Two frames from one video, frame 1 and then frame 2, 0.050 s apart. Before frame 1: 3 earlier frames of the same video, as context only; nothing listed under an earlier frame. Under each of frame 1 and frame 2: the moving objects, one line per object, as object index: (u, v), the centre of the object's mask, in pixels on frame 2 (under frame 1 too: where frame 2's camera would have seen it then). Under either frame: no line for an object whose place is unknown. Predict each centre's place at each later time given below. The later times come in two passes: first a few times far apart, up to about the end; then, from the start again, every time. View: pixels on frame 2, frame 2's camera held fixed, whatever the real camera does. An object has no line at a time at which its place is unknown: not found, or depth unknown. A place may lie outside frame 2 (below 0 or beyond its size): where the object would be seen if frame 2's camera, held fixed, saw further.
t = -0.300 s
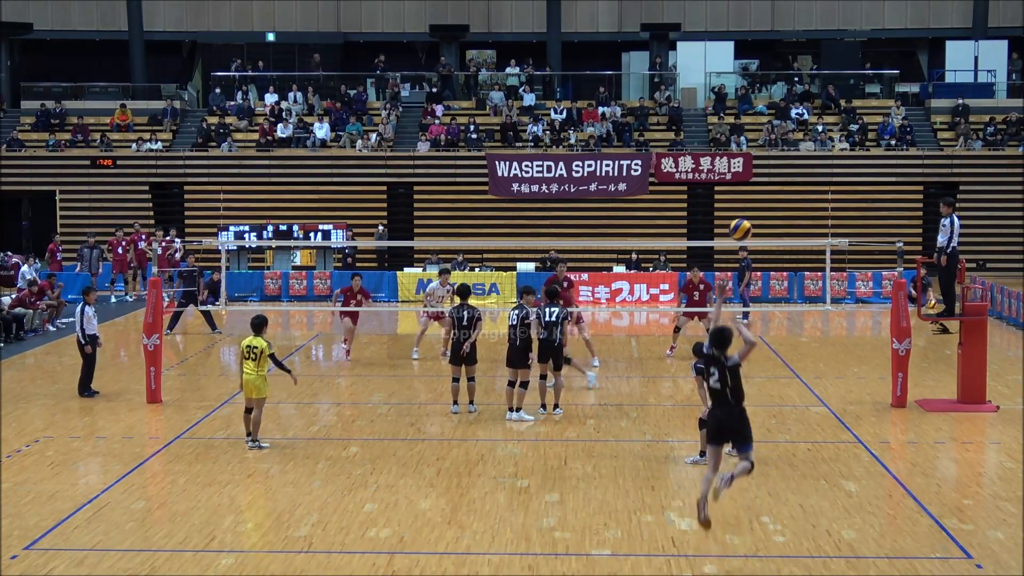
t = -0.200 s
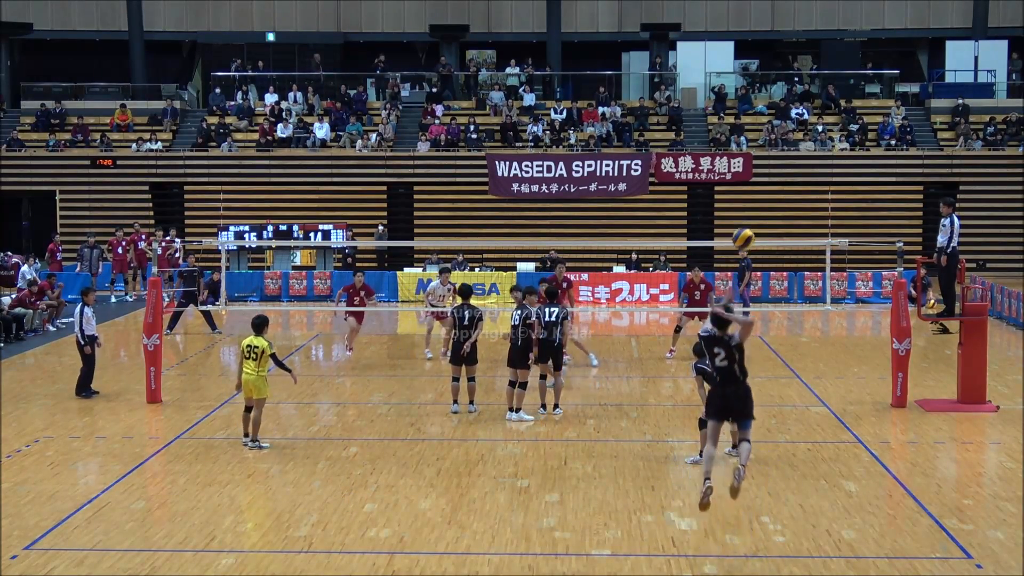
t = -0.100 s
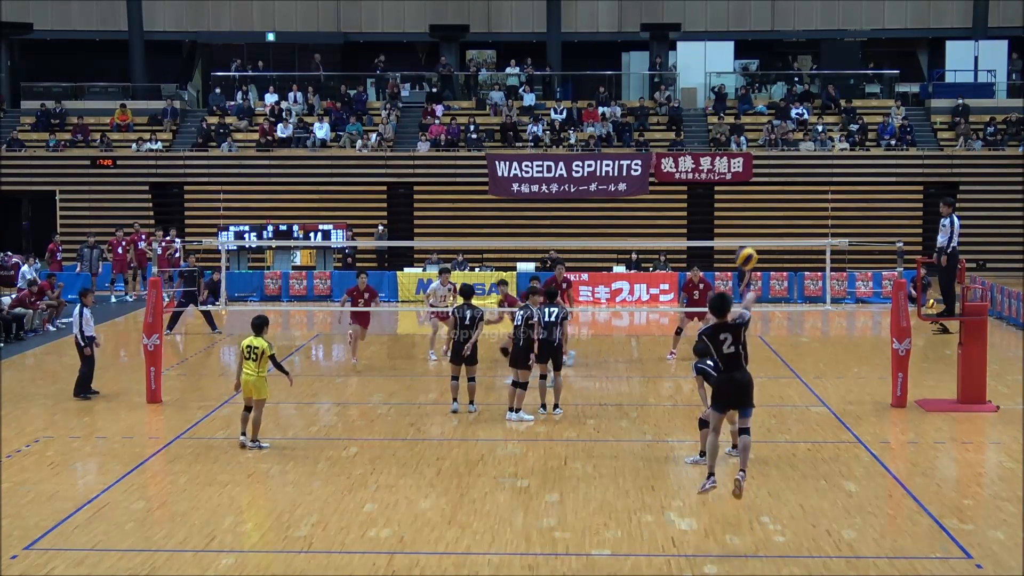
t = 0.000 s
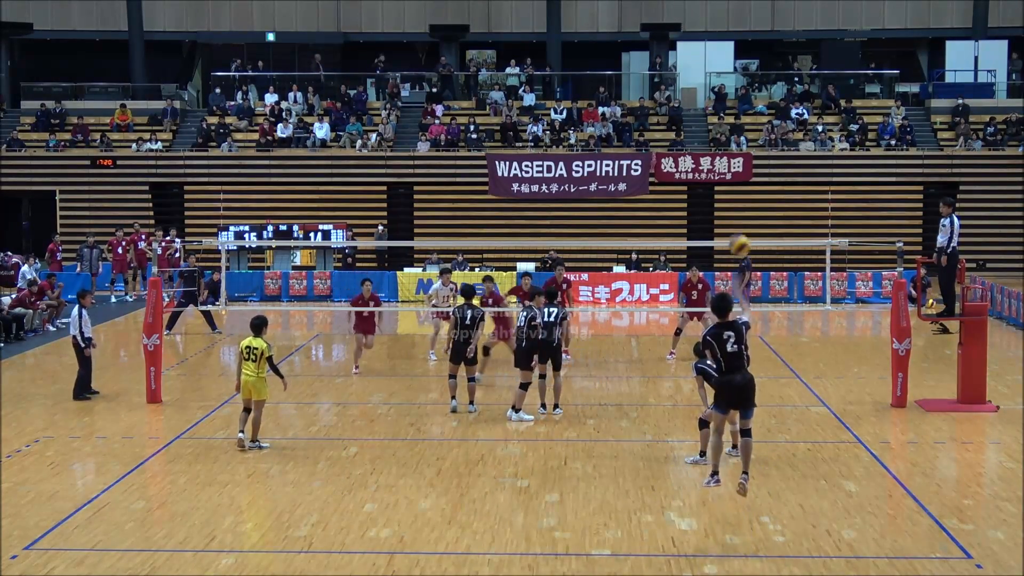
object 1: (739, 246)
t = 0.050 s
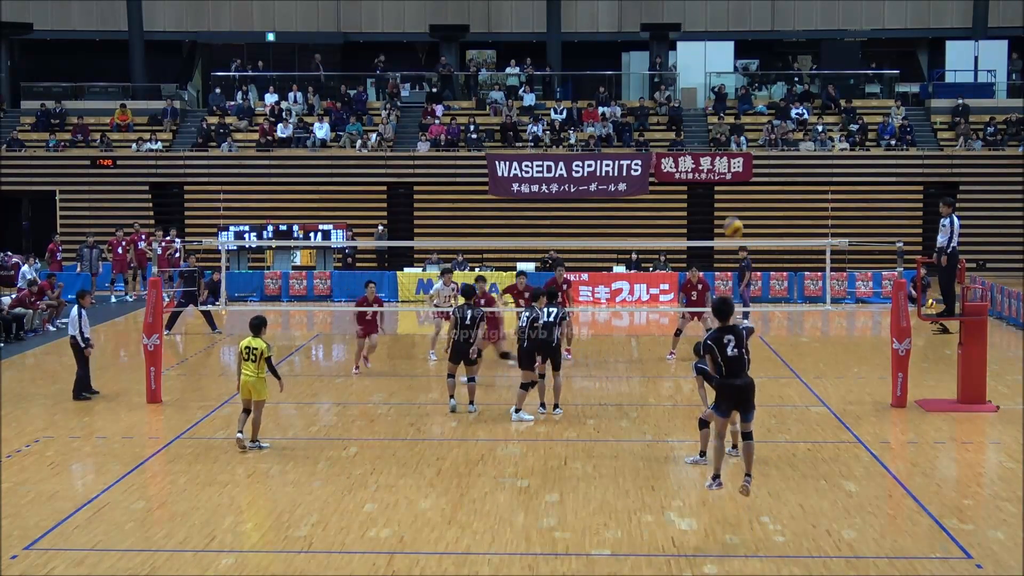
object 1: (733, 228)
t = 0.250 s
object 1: (711, 187)
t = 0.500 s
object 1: (696, 194)
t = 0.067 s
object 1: (731, 223)
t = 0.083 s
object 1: (729, 218)
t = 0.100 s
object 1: (727, 213)
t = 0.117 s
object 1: (725, 209)
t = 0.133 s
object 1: (723, 205)
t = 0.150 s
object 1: (721, 201)
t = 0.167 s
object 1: (719, 198)
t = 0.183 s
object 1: (718, 195)
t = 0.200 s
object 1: (716, 193)
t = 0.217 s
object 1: (714, 190)
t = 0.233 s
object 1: (713, 188)
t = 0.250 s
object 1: (711, 187)
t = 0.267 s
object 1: (710, 186)
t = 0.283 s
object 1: (709, 184)
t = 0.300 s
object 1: (708, 184)
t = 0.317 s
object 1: (707, 183)
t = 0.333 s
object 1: (705, 182)
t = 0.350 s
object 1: (704, 182)
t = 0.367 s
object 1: (703, 182)
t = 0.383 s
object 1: (702, 183)
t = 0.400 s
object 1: (701, 183)
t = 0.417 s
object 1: (700, 185)
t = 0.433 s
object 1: (699, 186)
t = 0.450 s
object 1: (698, 187)
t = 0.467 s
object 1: (697, 189)
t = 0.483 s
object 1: (697, 192)
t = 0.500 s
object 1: (696, 194)
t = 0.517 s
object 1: (695, 196)
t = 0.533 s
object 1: (694, 199)
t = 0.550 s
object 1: (694, 202)
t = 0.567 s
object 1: (693, 204)
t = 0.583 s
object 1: (693, 207)
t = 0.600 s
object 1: (692, 210)
